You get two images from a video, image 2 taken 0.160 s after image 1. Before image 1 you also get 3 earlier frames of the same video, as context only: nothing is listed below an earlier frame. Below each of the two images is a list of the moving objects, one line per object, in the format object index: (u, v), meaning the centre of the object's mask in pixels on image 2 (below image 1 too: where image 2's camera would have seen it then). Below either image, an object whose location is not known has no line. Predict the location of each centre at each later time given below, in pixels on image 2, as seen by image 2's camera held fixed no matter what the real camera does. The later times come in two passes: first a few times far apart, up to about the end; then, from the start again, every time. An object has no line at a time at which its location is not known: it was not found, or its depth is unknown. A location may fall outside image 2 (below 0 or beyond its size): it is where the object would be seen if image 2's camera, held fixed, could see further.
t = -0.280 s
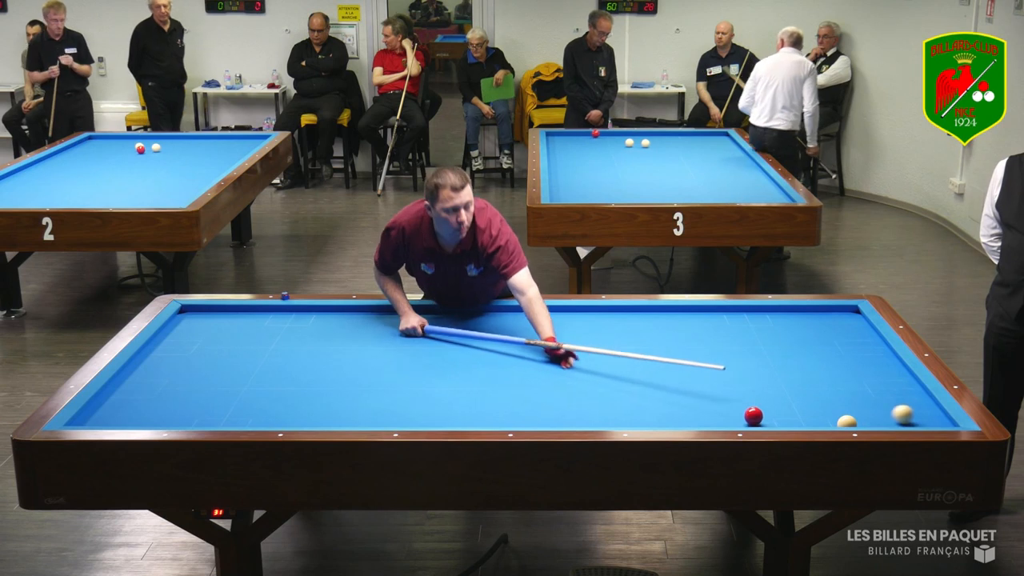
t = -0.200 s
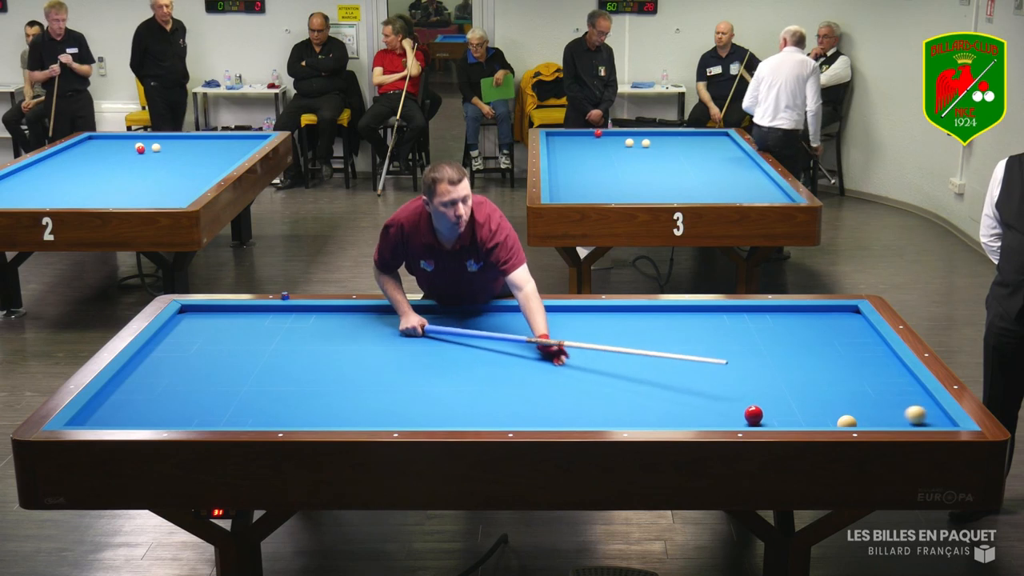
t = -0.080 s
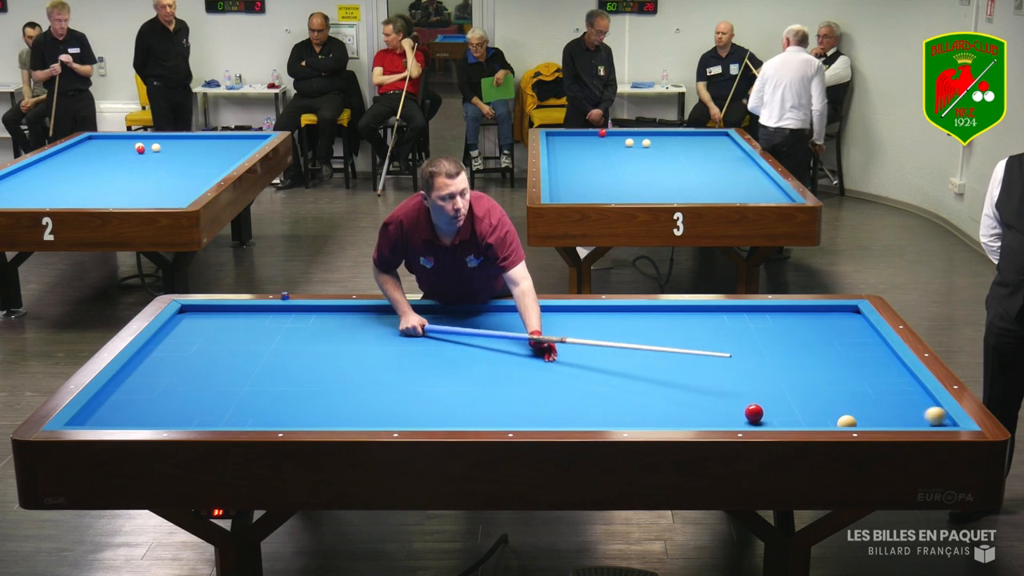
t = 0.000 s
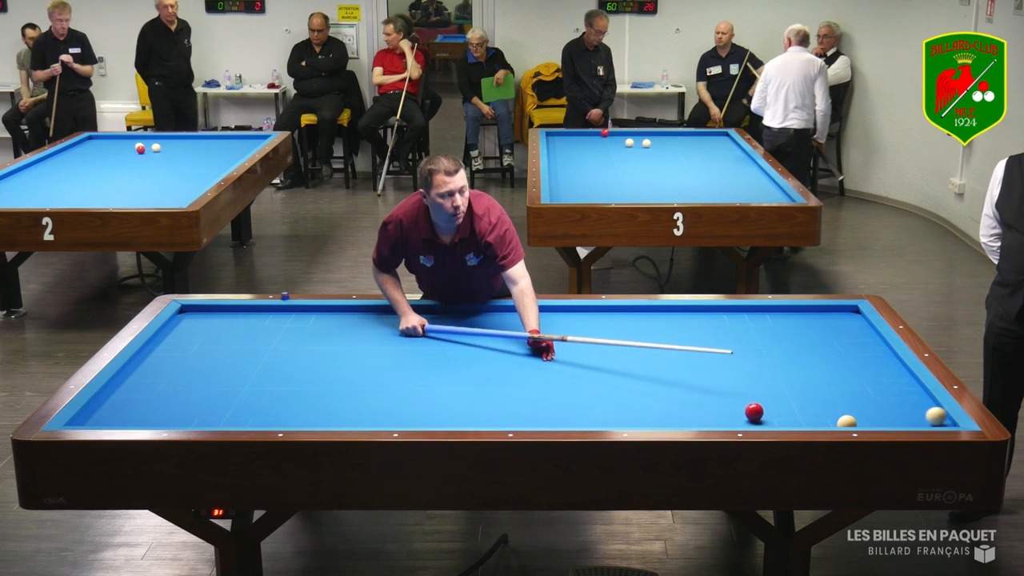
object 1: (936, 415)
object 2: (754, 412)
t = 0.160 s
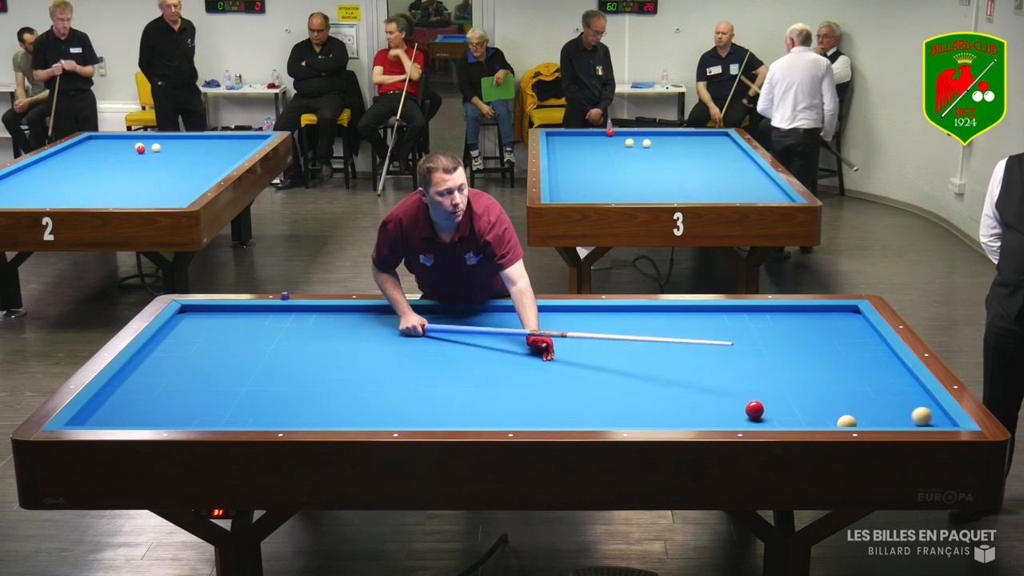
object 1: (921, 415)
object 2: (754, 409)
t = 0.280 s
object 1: (911, 415)
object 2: (754, 408)
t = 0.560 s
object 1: (889, 415)
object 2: (755, 405)
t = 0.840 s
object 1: (867, 416)
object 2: (756, 402)
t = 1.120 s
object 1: (847, 412)
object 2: (756, 400)
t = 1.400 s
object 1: (828, 416)
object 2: (757, 398)
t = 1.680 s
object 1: (810, 416)
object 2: (757, 397)
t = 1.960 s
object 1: (794, 416)
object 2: (758, 395)
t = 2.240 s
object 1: (779, 417)
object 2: (758, 395)
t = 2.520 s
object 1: (765, 417)
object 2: (758, 394)
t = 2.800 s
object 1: (752, 417)
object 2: (758, 394)
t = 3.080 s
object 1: (740, 417)
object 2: (758, 394)
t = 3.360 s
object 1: (730, 417)
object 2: (758, 394)
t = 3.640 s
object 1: (721, 417)
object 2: (758, 394)
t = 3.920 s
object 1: (712, 417)
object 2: (758, 394)
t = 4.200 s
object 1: (705, 417)
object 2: (758, 394)
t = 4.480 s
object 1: (699, 417)
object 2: (758, 394)
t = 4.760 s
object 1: (694, 417)
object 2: (758, 394)
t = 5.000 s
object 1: (691, 417)
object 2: (758, 394)
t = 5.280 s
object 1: (688, 418)
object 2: (758, 394)
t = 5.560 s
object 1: (686, 418)
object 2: (758, 394)
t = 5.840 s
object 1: (685, 418)
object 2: (758, 394)
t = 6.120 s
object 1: (685, 418)
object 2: (758, 394)
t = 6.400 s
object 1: (685, 418)
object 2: (758, 394)
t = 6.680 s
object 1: (685, 418)
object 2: (758, 394)
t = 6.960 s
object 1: (685, 418)
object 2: (758, 394)
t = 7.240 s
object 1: (685, 418)
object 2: (758, 394)
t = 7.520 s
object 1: (685, 418)
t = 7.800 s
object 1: (685, 418)
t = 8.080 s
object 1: (685, 418)
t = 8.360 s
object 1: (685, 418)
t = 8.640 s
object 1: (685, 418)
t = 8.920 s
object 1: (685, 418)
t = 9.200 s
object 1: (685, 418)
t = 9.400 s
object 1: (684, 418)
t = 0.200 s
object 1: (918, 415)
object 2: (754, 409)
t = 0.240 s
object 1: (915, 415)
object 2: (754, 408)
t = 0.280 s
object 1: (911, 415)
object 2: (754, 408)
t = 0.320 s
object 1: (908, 415)
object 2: (755, 408)
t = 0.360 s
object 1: (905, 415)
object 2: (755, 407)
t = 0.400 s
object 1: (902, 415)
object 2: (755, 407)
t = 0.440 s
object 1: (898, 415)
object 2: (755, 406)
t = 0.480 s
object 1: (895, 415)
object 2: (755, 406)
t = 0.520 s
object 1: (892, 415)
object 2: (755, 406)
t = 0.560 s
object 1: (889, 415)
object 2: (755, 405)
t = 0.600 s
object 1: (885, 415)
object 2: (755, 405)
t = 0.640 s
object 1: (882, 415)
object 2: (755, 404)
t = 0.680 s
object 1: (879, 415)
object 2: (756, 404)
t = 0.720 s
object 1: (876, 415)
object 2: (756, 404)
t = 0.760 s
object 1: (873, 415)
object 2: (756, 403)
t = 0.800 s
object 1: (870, 415)
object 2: (756, 403)
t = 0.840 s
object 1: (867, 416)
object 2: (756, 402)
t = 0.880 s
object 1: (864, 416)
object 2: (756, 402)
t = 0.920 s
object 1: (862, 414)
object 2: (756, 402)
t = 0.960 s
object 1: (859, 414)
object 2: (756, 401)
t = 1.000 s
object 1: (857, 414)
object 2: (756, 401)
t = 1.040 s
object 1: (854, 413)
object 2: (756, 401)
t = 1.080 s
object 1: (851, 413)
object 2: (756, 400)
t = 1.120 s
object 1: (847, 412)
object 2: (756, 400)
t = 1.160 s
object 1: (843, 413)
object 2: (756, 400)
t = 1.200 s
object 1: (840, 413)
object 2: (756, 400)
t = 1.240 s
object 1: (837, 414)
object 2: (757, 399)
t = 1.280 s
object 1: (835, 414)
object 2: (756, 399)
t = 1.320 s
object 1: (833, 415)
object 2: (757, 399)
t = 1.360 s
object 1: (831, 416)
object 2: (757, 399)
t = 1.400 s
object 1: (828, 416)
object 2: (757, 398)
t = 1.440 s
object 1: (826, 416)
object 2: (757, 398)
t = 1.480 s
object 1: (823, 416)
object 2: (757, 398)
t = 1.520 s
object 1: (820, 416)
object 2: (757, 397)
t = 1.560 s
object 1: (818, 416)
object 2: (757, 397)
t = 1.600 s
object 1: (816, 416)
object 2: (757, 397)
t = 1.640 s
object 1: (813, 416)
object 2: (757, 397)
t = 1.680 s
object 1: (810, 416)
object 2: (757, 397)
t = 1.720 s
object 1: (808, 416)
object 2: (757, 396)
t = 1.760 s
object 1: (806, 416)
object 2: (757, 396)
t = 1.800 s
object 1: (803, 416)
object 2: (757, 396)
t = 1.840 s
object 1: (801, 416)
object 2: (757, 396)
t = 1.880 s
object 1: (799, 416)
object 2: (757, 396)
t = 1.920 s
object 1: (796, 416)
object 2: (757, 396)
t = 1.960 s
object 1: (794, 416)
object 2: (758, 395)
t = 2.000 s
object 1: (792, 416)
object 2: (758, 395)
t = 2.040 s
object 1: (789, 416)
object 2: (758, 395)
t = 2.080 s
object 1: (787, 416)
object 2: (758, 395)
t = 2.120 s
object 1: (785, 416)
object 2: (758, 395)
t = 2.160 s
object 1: (783, 416)
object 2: (758, 395)
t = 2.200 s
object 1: (781, 416)
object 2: (758, 395)
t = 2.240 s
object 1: (779, 417)
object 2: (758, 395)
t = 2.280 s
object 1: (777, 416)
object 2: (758, 394)
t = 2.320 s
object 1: (774, 416)
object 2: (758, 394)
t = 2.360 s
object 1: (773, 416)
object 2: (758, 394)
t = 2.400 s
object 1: (771, 416)
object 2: (758, 394)
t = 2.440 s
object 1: (769, 417)
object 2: (758, 394)
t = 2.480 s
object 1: (766, 416)
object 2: (758, 394)
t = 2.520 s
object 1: (765, 417)
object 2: (758, 394)
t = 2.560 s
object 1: (763, 416)
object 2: (758, 394)
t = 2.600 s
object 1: (761, 416)
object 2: (758, 394)
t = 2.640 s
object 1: (759, 416)
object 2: (758, 394)
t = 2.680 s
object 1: (757, 417)
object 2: (758, 394)
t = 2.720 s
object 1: (755, 417)
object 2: (758, 394)
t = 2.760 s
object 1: (753, 417)
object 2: (758, 394)
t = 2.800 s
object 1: (752, 417)
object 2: (758, 394)
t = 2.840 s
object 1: (750, 416)
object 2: (758, 394)
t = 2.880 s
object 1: (748, 417)
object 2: (758, 394)
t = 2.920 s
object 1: (747, 417)
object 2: (758, 394)
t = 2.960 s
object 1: (745, 417)
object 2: (758, 394)
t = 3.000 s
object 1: (743, 417)
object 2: (758, 394)
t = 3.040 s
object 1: (742, 416)
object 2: (758, 394)
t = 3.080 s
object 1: (740, 417)
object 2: (758, 394)
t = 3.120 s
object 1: (739, 417)
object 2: (758, 394)
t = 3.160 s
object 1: (737, 416)
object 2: (758, 394)
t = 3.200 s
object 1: (736, 417)
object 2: (758, 394)
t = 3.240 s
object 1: (734, 416)
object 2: (758, 394)
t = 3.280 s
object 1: (733, 417)
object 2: (758, 394)
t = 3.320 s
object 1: (731, 417)
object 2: (758, 394)
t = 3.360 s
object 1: (730, 417)
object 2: (758, 394)
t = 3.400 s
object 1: (728, 417)
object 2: (758, 394)
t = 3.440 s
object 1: (727, 417)
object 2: (758, 394)
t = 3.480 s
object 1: (726, 417)
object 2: (758, 394)
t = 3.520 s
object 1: (724, 417)
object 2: (758, 394)
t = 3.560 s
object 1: (723, 417)
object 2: (758, 394)
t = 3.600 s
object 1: (722, 417)
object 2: (758, 394)
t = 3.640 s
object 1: (721, 417)
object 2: (758, 394)
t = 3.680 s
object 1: (719, 417)
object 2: (758, 394)
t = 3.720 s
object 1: (718, 417)
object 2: (758, 394)
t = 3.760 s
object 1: (717, 417)
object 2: (758, 394)
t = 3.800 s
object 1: (716, 417)
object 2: (758, 394)
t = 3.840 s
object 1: (715, 417)
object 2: (758, 394)
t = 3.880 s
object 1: (714, 417)
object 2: (758, 394)
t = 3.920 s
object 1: (712, 417)
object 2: (758, 394)
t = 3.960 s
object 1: (711, 417)
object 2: (758, 394)
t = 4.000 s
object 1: (710, 417)
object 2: (758, 394)
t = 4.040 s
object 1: (709, 417)
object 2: (758, 394)
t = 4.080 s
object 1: (708, 417)
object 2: (758, 394)
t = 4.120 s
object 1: (707, 417)
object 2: (758, 394)
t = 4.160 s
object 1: (706, 417)
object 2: (758, 394)
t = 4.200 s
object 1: (705, 417)
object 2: (758, 394)
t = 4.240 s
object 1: (705, 417)
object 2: (758, 394)
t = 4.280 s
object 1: (704, 417)
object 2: (758, 394)
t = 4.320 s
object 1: (703, 417)
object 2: (758, 394)
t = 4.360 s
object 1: (702, 417)
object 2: (758, 394)
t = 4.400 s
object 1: (701, 417)
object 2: (758, 394)
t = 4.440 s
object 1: (700, 417)
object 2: (758, 394)
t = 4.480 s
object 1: (699, 417)
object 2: (758, 394)
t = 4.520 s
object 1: (699, 417)
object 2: (758, 394)
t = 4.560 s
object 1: (698, 417)
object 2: (758, 394)
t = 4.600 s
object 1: (697, 417)
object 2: (758, 394)
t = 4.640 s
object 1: (696, 417)
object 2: (758, 394)
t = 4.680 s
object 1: (696, 418)
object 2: (758, 394)
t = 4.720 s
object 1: (695, 417)
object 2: (758, 394)
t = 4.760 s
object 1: (694, 417)
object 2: (758, 394)
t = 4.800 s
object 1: (694, 417)
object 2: (758, 394)
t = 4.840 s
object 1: (693, 417)
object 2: (758, 394)
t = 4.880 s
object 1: (693, 417)
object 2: (758, 394)
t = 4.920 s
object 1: (692, 417)
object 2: (758, 394)
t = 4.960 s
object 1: (692, 418)
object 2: (758, 394)
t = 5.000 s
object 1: (691, 417)
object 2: (758, 394)
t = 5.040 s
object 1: (690, 418)
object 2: (758, 394)
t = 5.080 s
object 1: (690, 418)
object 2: (758, 394)
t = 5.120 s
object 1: (690, 418)
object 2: (758, 394)
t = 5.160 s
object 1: (689, 418)
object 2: (758, 394)
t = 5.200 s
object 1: (689, 418)
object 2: (758, 394)
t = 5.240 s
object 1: (688, 418)
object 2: (758, 394)
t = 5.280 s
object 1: (688, 418)
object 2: (758, 394)
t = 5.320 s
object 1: (688, 418)
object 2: (758, 394)
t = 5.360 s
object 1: (687, 418)
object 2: (758, 394)
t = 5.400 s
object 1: (687, 418)
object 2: (758, 394)
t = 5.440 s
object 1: (687, 418)
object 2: (758, 394)
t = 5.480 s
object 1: (686, 418)
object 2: (758, 394)
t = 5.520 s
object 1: (686, 418)
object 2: (758, 394)
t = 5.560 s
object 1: (686, 418)
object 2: (758, 394)
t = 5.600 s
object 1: (686, 418)
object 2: (758, 394)
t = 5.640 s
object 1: (686, 418)
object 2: (758, 394)
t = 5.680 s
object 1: (685, 418)
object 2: (758, 394)
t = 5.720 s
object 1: (685, 418)
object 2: (758, 394)
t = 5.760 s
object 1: (685, 418)
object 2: (758, 394)
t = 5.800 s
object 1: (685, 418)
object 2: (758, 394)
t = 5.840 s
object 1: (685, 418)
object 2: (758, 394)
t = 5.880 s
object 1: (685, 418)
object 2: (758, 394)
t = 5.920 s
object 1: (685, 418)
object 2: (758, 394)
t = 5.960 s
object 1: (685, 418)
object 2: (758, 394)
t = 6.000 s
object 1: (685, 418)
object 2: (758, 394)
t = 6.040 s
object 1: (685, 418)
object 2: (758, 394)
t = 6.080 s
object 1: (685, 418)
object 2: (758, 394)
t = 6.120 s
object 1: (685, 418)
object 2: (758, 394)
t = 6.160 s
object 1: (685, 418)
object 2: (758, 394)
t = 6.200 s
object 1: (685, 418)
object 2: (758, 394)
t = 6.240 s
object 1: (685, 418)
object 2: (758, 394)
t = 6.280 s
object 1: (685, 418)
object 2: (758, 394)
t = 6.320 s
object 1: (685, 418)
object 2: (758, 394)
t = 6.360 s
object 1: (685, 418)
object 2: (758, 394)
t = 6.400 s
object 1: (685, 418)
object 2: (758, 394)
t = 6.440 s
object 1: (685, 418)
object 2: (758, 394)
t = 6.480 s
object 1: (685, 418)
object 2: (758, 394)
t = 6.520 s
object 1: (685, 418)
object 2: (758, 394)
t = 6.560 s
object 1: (685, 418)
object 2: (758, 394)
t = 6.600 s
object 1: (685, 418)
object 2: (758, 394)
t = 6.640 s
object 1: (685, 418)
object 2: (758, 394)
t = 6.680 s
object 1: (685, 418)
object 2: (758, 394)
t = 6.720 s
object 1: (685, 418)
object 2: (758, 394)
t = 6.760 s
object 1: (685, 418)
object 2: (758, 394)
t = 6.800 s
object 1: (685, 418)
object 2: (758, 394)
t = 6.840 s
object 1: (685, 418)
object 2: (758, 394)
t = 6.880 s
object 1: (685, 418)
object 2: (758, 394)
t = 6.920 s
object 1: (685, 418)
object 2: (758, 394)
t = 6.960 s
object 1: (685, 418)
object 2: (758, 394)
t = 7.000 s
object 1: (685, 418)
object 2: (758, 394)
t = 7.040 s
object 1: (685, 418)
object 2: (758, 394)
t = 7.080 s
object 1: (685, 418)
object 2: (758, 394)
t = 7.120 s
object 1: (685, 418)
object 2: (758, 394)
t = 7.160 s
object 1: (685, 418)
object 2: (758, 394)
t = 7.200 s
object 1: (685, 418)
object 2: (758, 394)
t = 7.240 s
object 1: (685, 418)
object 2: (758, 394)
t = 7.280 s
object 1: (685, 418)
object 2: (758, 394)
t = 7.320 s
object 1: (685, 418)
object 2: (758, 394)
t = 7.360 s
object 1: (685, 418)
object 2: (758, 394)
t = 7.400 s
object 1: (685, 418)
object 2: (758, 394)
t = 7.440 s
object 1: (685, 418)
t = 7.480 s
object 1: (685, 418)
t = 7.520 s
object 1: (685, 418)
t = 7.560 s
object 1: (685, 418)
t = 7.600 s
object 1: (685, 418)
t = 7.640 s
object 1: (685, 418)
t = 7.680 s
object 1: (685, 418)
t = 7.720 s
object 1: (685, 418)
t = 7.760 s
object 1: (685, 418)
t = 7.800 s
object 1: (685, 418)
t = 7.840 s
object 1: (685, 418)
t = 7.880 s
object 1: (685, 418)
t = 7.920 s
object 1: (685, 418)
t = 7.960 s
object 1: (685, 418)
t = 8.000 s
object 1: (685, 418)
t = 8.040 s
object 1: (685, 418)
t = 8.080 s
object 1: (685, 418)
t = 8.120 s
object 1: (685, 418)
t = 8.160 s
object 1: (685, 418)
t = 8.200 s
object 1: (685, 418)
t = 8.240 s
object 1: (685, 418)
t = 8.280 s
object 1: (685, 418)
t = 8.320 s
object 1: (685, 418)
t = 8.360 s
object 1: (685, 418)
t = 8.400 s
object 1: (685, 418)
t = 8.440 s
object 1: (685, 418)
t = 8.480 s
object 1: (685, 418)
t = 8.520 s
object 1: (685, 418)
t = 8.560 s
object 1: (685, 418)
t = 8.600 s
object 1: (685, 418)
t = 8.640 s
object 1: (685, 418)
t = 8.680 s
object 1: (685, 418)
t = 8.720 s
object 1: (685, 418)
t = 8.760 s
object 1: (685, 418)
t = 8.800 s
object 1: (685, 418)
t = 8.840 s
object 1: (685, 418)
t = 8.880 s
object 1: (685, 418)
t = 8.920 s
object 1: (685, 418)
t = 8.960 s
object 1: (685, 418)
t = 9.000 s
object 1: (685, 418)
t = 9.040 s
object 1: (685, 418)
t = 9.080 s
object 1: (685, 418)
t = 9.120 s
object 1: (685, 418)
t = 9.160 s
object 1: (685, 418)
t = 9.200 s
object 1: (685, 418)
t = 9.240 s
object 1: (685, 418)
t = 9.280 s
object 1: (684, 418)
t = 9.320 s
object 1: (685, 418)
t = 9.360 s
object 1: (684, 418)
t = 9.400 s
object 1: (684, 418)
